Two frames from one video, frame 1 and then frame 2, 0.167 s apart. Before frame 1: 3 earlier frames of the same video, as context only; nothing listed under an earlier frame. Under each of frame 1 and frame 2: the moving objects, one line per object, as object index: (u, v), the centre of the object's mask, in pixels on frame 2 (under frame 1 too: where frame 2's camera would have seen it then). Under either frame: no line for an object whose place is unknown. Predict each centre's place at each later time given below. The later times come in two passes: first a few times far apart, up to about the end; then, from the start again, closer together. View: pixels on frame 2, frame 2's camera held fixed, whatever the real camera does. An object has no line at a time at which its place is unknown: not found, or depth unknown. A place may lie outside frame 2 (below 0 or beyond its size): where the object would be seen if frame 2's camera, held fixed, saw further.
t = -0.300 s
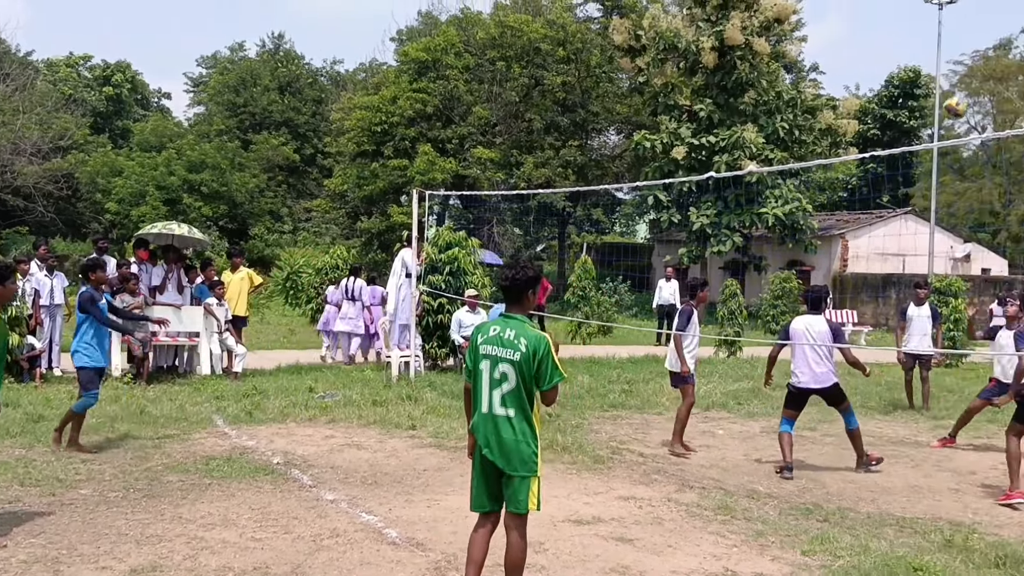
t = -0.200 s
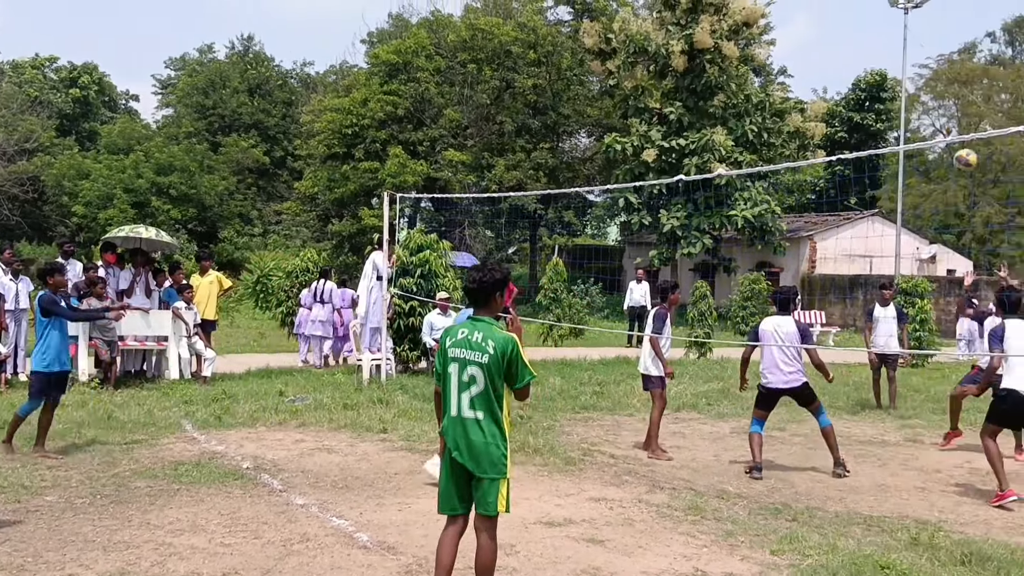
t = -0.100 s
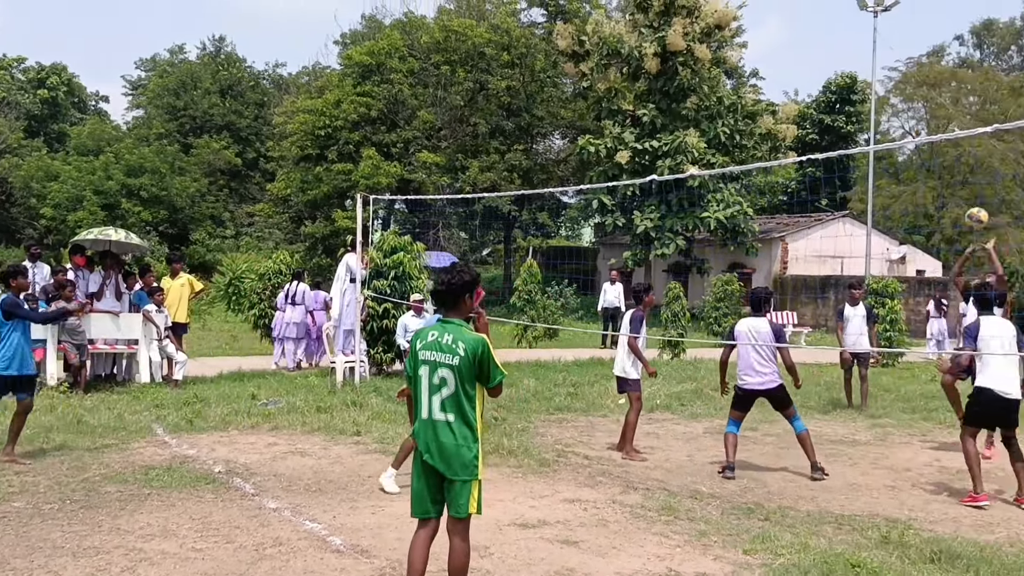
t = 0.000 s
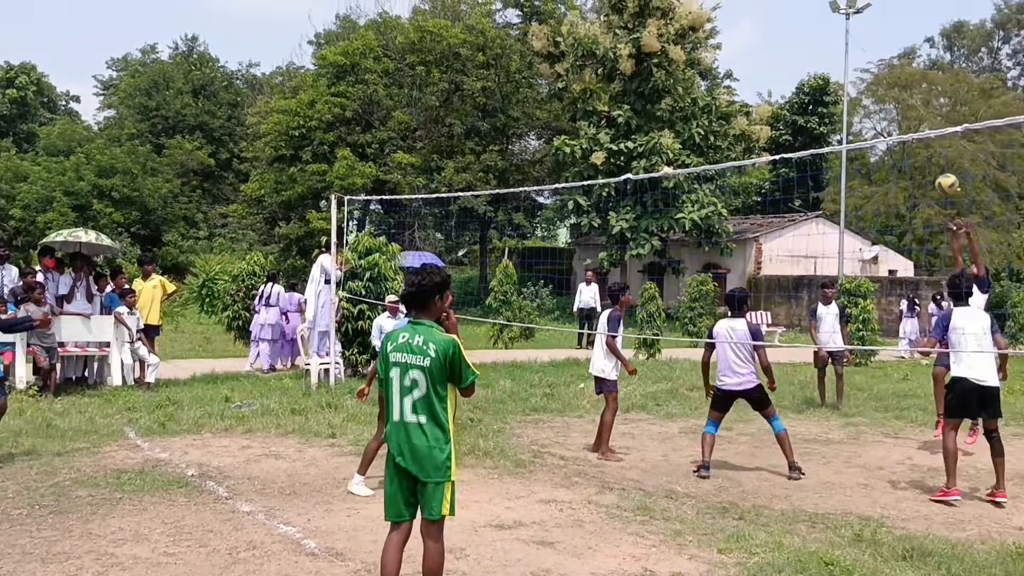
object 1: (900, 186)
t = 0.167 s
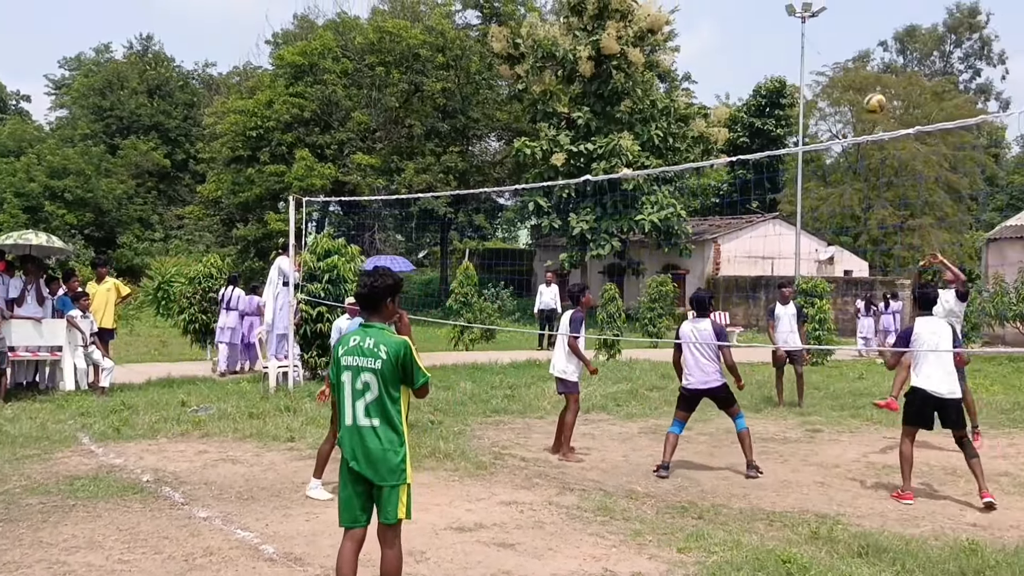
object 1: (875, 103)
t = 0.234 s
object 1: (862, 79)
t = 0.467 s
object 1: (822, 29)
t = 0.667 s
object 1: (789, 29)
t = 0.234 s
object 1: (862, 79)
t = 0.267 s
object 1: (857, 67)
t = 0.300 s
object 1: (851, 59)
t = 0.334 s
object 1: (845, 50)
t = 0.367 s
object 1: (839, 43)
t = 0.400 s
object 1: (833, 37)
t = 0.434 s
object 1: (828, 32)
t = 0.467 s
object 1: (822, 29)
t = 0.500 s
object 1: (817, 26)
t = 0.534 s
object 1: (812, 25)
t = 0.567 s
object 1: (806, 24)
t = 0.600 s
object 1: (799, 25)
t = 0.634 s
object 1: (794, 26)
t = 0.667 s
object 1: (789, 29)
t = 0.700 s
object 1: (783, 32)
